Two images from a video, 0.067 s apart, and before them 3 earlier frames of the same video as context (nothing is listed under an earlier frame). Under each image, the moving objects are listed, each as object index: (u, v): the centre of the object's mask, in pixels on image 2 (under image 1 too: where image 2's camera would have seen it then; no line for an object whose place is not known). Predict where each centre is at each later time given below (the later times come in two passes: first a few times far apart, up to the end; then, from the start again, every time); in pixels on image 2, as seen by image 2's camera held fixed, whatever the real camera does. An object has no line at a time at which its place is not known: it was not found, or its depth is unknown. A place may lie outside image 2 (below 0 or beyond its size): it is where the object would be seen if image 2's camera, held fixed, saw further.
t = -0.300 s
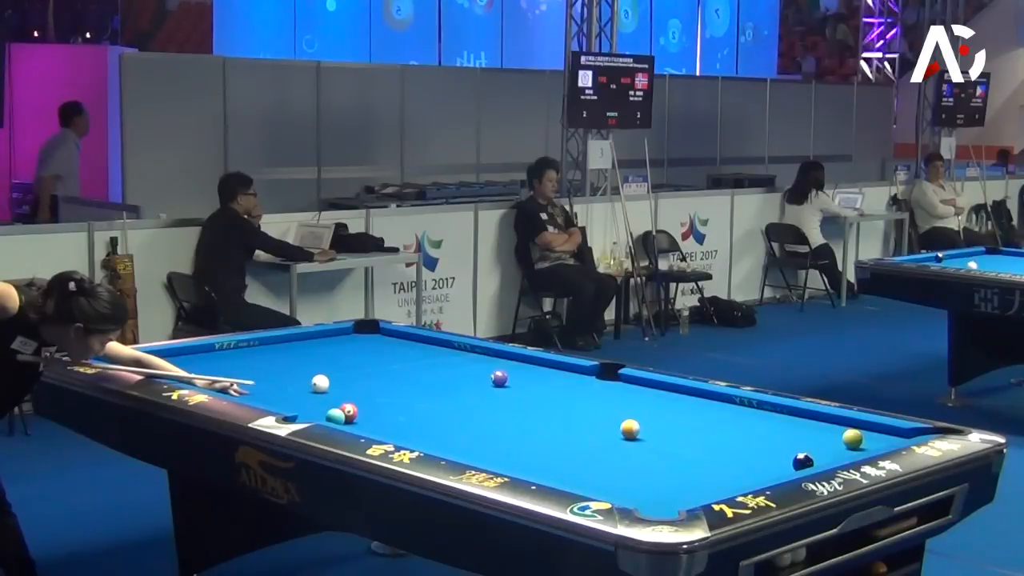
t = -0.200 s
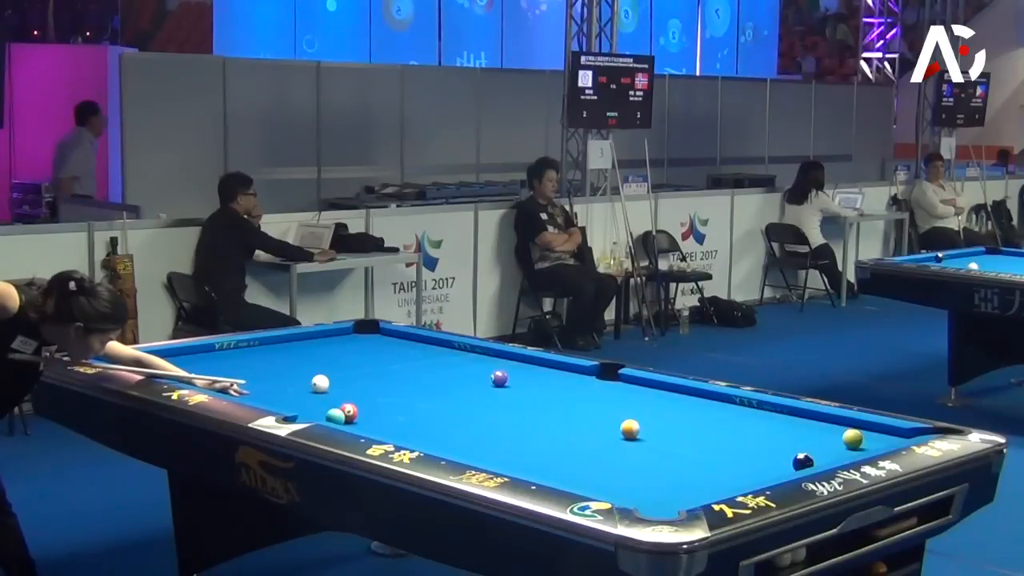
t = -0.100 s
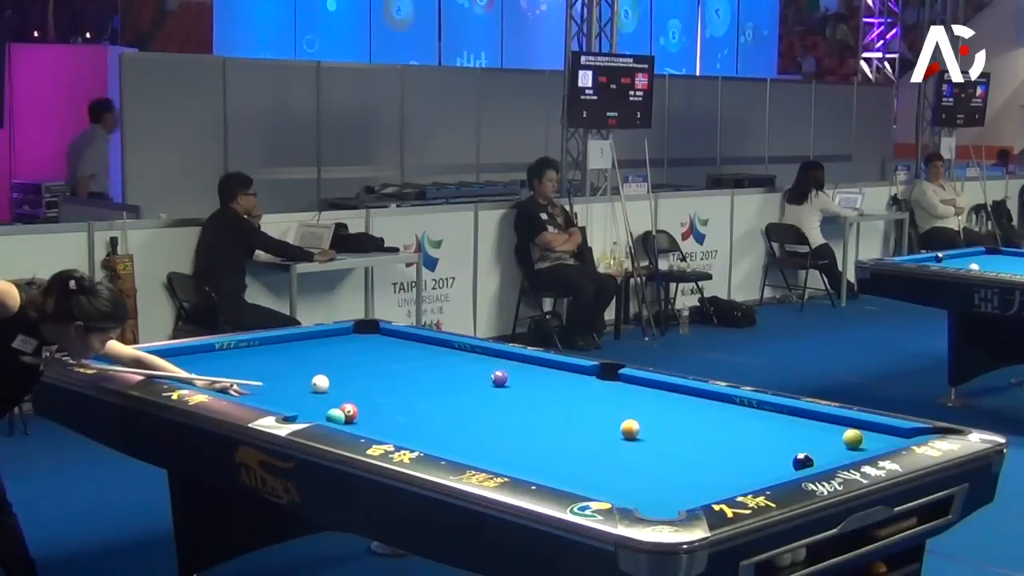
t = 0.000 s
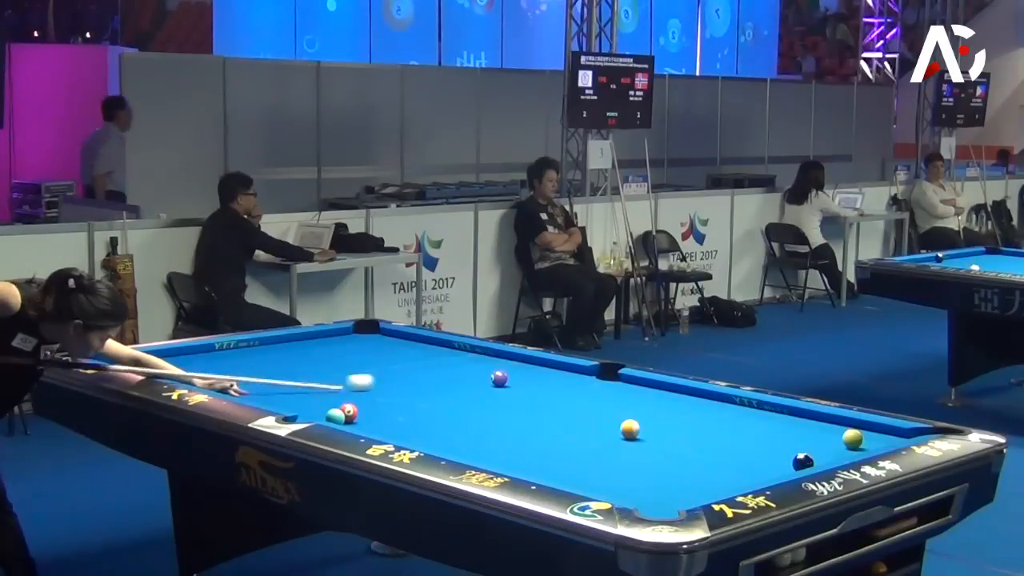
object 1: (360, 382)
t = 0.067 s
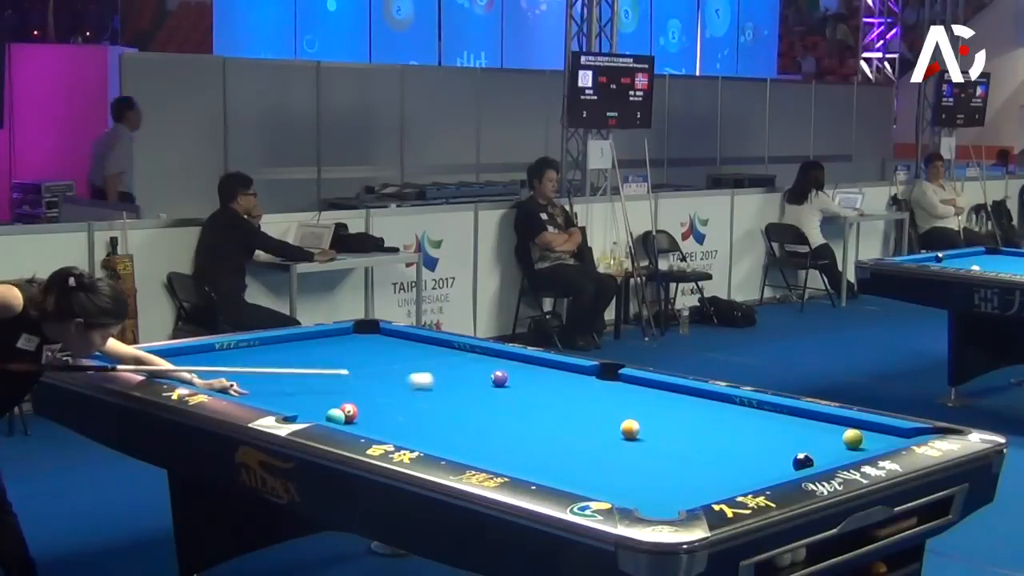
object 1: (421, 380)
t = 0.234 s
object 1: (488, 381)
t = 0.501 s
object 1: (470, 387)
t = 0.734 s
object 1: (444, 392)
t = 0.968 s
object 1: (419, 396)
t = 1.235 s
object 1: (390, 402)
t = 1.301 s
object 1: (382, 403)
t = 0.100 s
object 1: (449, 379)
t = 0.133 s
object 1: (477, 379)
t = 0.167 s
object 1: (486, 379)
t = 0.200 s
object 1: (487, 380)
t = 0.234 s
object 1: (488, 381)
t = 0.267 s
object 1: (488, 382)
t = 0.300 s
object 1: (487, 383)
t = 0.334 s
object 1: (486, 383)
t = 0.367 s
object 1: (484, 384)
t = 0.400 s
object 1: (481, 385)
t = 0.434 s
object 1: (478, 385)
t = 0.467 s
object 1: (474, 386)
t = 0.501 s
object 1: (470, 387)
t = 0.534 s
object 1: (467, 387)
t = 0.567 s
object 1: (463, 388)
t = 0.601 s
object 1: (459, 389)
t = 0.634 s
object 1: (455, 389)
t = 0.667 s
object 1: (452, 390)
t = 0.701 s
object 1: (448, 391)
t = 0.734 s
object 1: (444, 392)
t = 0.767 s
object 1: (441, 392)
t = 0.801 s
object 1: (437, 393)
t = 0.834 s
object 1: (433, 394)
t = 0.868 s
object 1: (430, 394)
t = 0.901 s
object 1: (426, 395)
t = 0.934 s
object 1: (422, 396)
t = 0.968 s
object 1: (419, 396)
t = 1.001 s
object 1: (415, 397)
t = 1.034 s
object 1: (411, 398)
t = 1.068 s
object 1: (408, 398)
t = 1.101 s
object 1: (404, 399)
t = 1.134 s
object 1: (401, 400)
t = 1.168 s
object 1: (397, 400)
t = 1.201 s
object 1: (393, 401)
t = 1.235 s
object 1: (390, 402)
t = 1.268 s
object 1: (386, 402)
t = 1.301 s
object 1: (382, 403)
